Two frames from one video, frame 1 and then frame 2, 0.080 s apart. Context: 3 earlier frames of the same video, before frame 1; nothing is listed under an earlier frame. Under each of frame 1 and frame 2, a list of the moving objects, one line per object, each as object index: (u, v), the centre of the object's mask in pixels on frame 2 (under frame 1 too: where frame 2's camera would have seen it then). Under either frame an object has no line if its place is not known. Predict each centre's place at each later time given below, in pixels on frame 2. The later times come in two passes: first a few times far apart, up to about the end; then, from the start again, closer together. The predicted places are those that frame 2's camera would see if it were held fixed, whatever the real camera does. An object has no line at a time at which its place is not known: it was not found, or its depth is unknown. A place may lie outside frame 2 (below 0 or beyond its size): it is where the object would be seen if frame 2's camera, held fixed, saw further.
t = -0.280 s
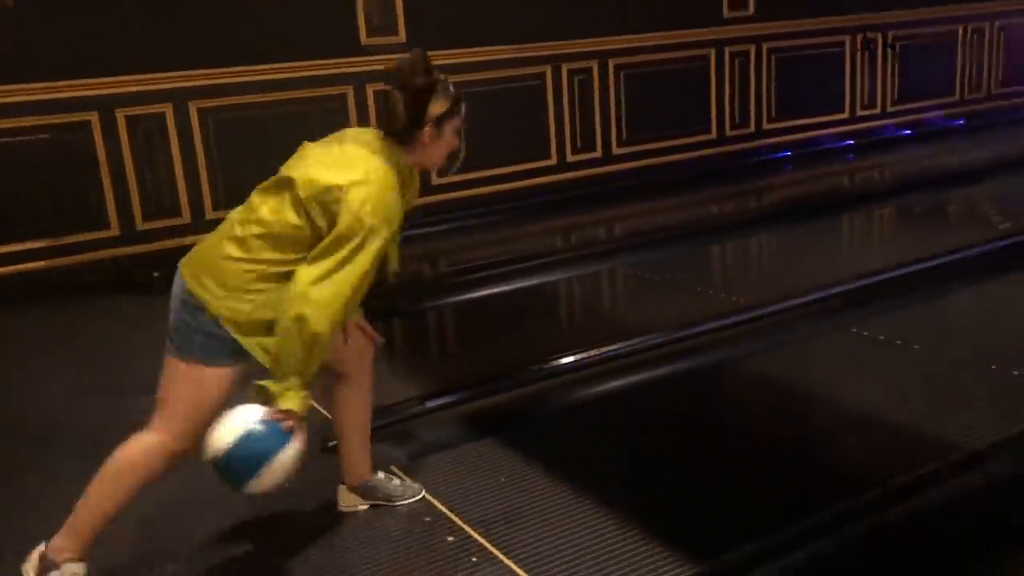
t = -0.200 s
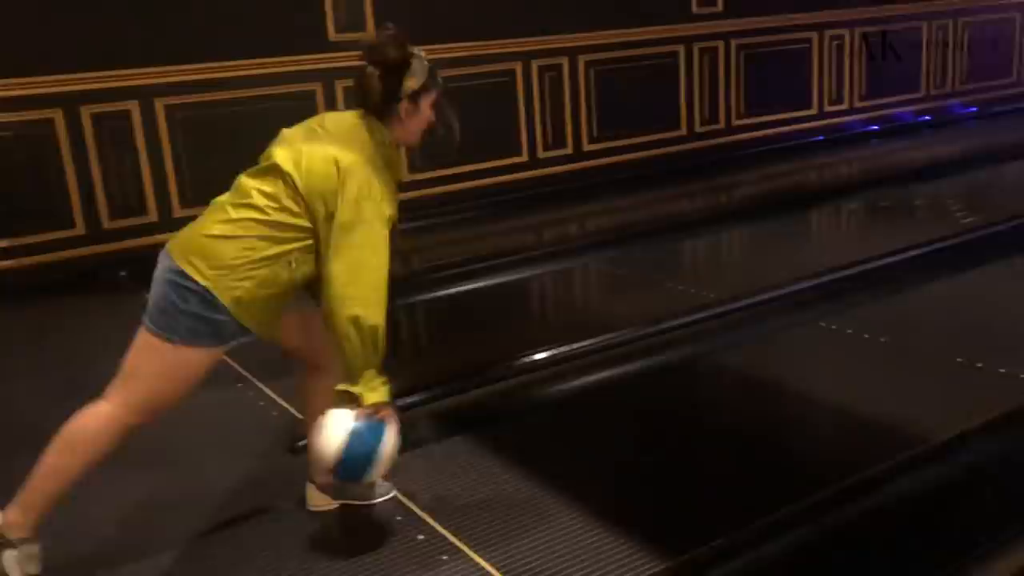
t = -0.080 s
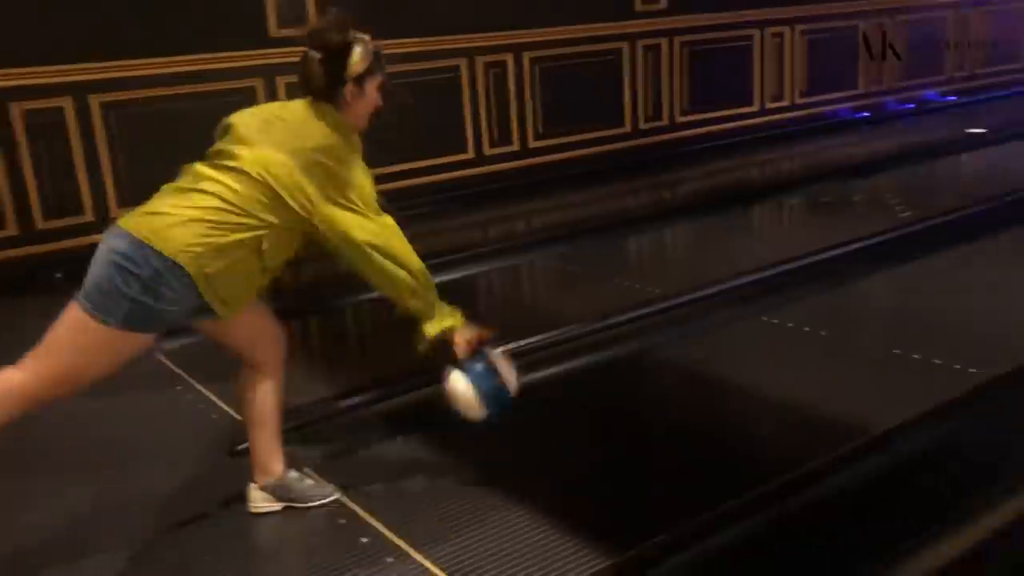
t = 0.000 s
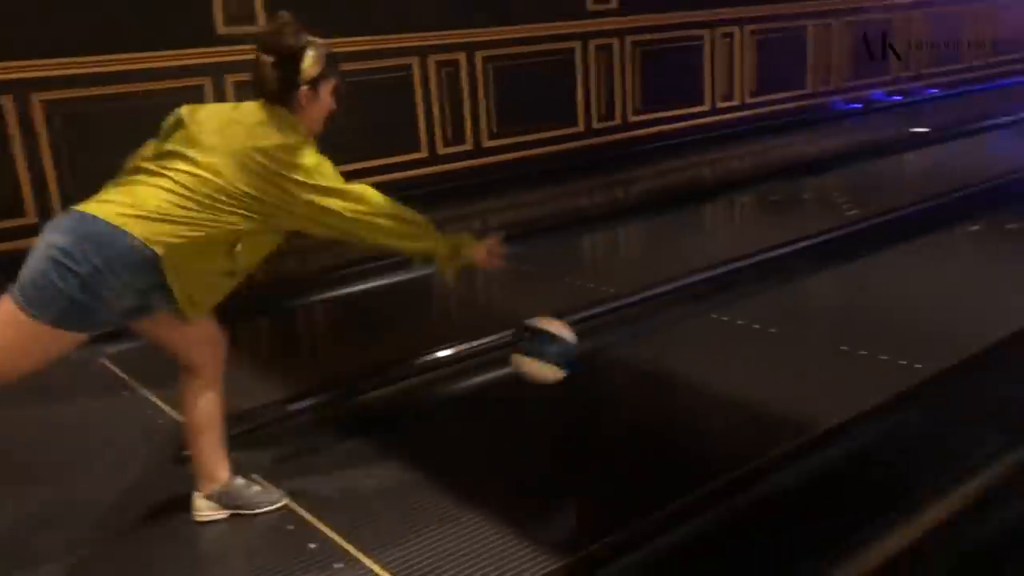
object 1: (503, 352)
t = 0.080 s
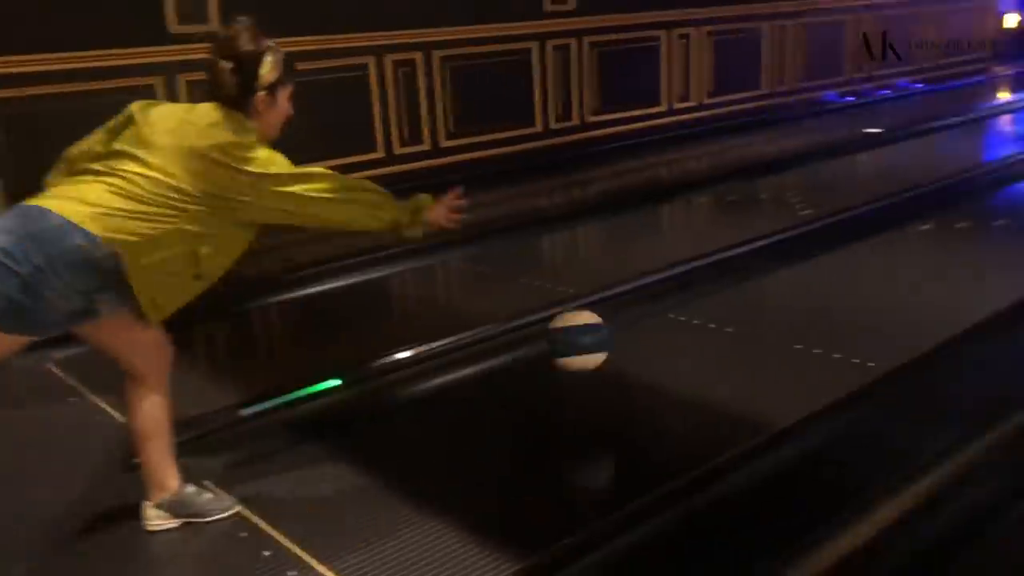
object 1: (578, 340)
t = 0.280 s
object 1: (758, 306)
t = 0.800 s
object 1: (1039, 203)
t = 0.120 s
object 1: (630, 340)
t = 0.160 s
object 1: (663, 344)
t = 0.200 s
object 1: (705, 326)
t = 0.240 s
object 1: (731, 315)
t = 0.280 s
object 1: (758, 306)
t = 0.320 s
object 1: (794, 297)
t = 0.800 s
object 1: (1039, 203)
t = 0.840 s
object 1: (1051, 198)
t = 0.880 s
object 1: (1062, 192)
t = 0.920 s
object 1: (1080, 187)
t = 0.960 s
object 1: (1091, 183)
